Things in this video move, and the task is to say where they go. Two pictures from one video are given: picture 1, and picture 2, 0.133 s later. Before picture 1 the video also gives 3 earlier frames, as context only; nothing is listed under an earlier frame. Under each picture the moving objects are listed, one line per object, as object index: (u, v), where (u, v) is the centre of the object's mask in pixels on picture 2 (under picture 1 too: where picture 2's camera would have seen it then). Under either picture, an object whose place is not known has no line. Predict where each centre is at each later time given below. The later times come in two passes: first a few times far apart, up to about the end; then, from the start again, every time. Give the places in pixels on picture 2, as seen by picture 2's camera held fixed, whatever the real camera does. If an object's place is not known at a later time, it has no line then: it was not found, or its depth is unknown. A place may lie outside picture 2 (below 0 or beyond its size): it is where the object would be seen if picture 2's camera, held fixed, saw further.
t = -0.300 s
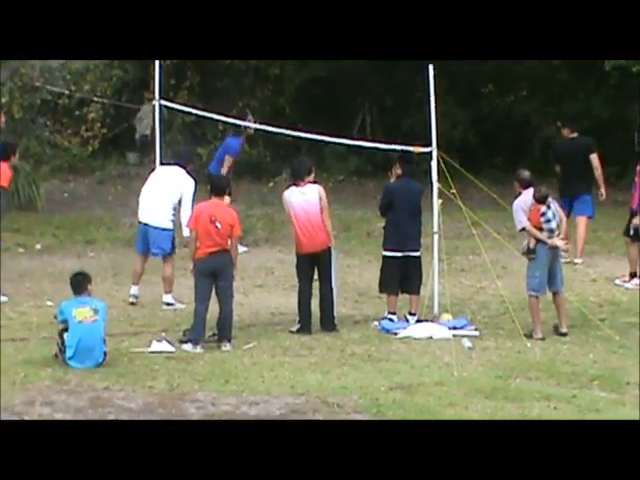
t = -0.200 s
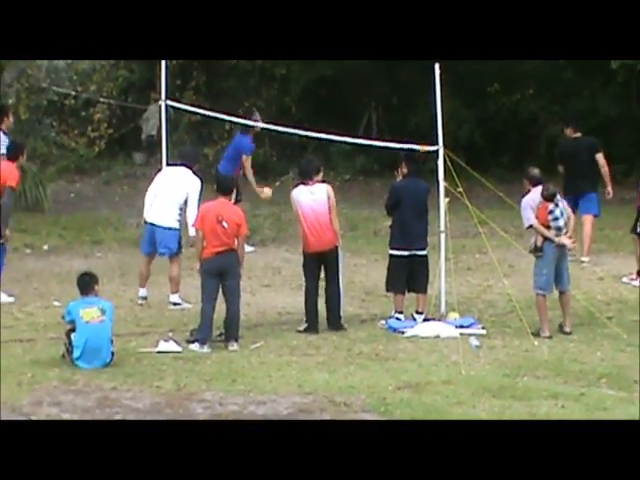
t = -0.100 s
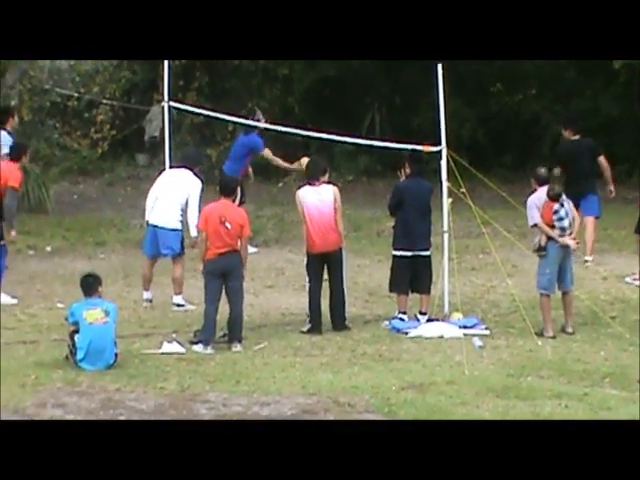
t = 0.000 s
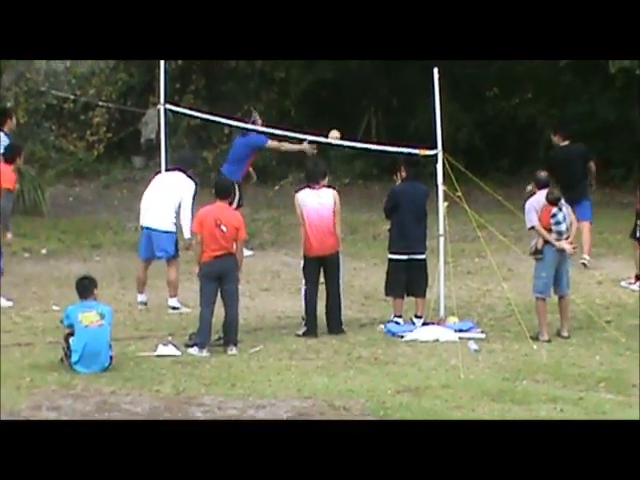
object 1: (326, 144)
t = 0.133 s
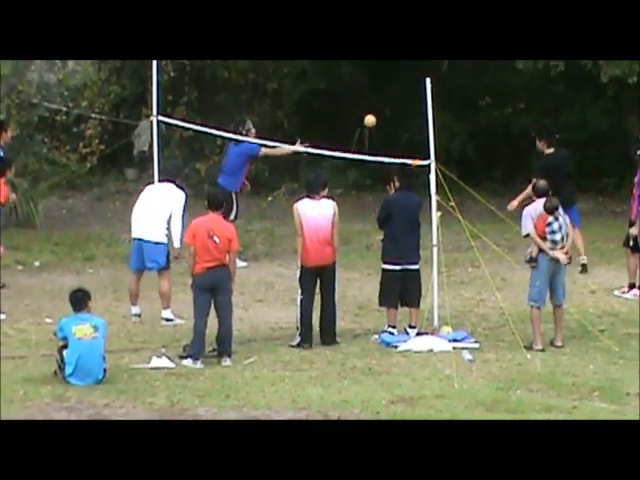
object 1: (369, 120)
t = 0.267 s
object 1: (411, 110)
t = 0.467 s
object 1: (472, 125)
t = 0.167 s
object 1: (380, 116)
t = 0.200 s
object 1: (390, 113)
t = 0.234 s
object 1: (401, 111)
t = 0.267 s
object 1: (411, 110)
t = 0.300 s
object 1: (421, 109)
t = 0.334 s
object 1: (435, 111)
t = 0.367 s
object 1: (441, 113)
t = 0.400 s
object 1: (451, 117)
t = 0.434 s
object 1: (461, 120)
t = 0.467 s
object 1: (472, 125)
